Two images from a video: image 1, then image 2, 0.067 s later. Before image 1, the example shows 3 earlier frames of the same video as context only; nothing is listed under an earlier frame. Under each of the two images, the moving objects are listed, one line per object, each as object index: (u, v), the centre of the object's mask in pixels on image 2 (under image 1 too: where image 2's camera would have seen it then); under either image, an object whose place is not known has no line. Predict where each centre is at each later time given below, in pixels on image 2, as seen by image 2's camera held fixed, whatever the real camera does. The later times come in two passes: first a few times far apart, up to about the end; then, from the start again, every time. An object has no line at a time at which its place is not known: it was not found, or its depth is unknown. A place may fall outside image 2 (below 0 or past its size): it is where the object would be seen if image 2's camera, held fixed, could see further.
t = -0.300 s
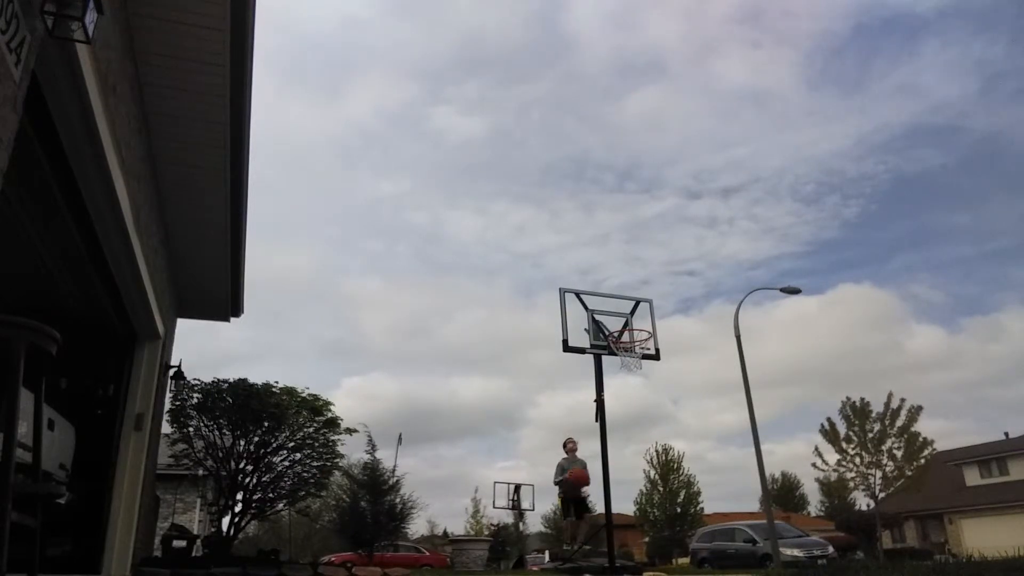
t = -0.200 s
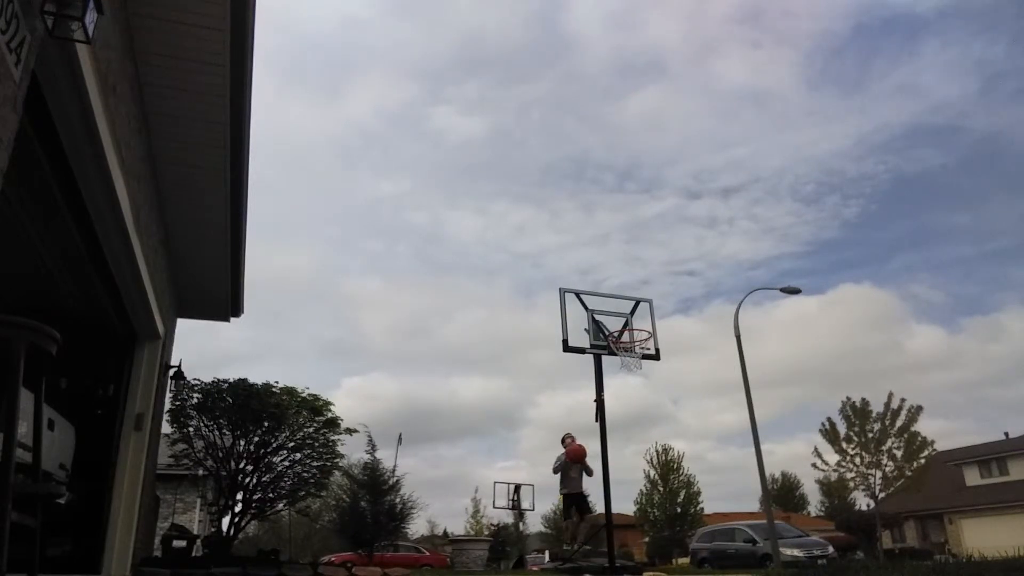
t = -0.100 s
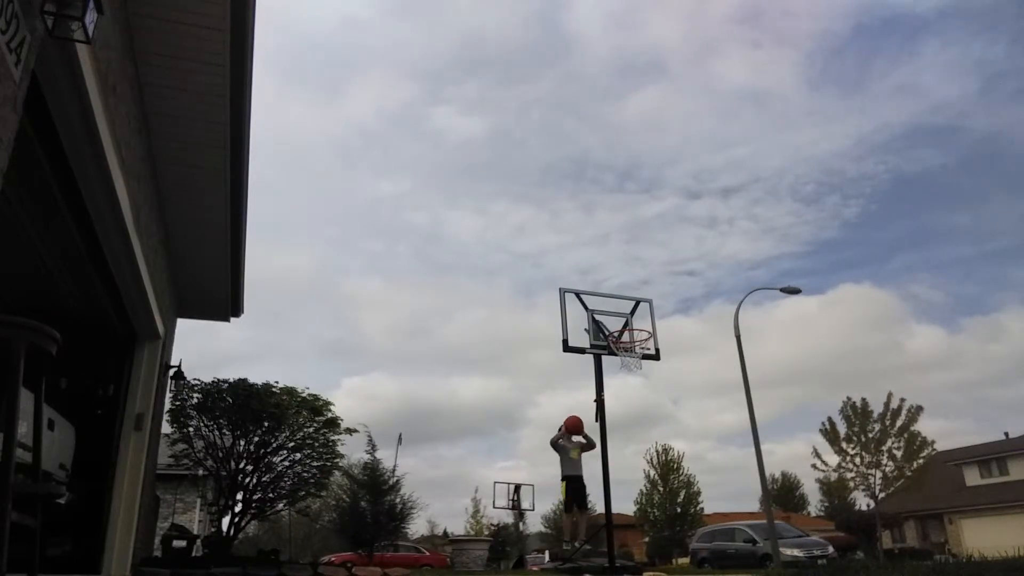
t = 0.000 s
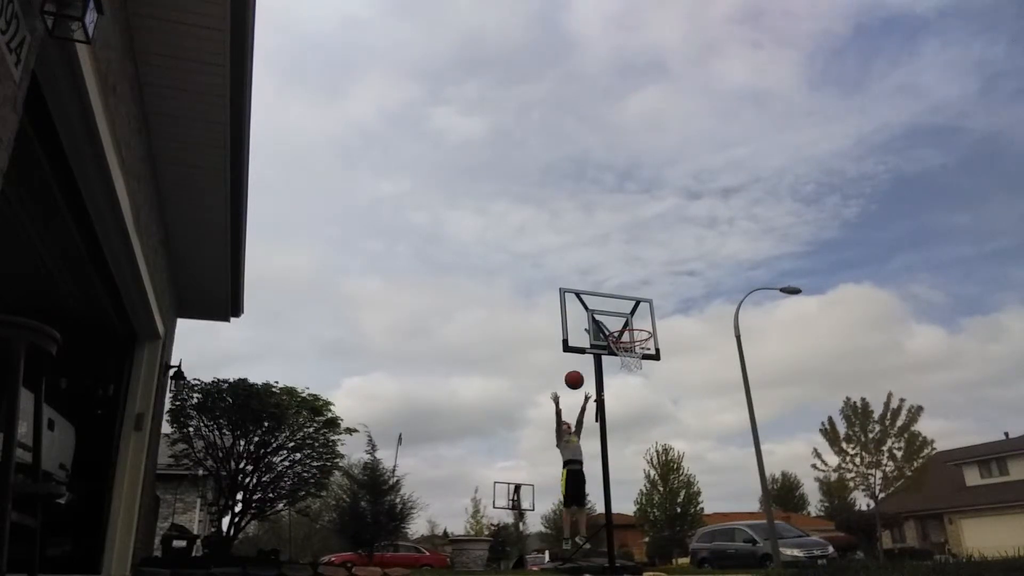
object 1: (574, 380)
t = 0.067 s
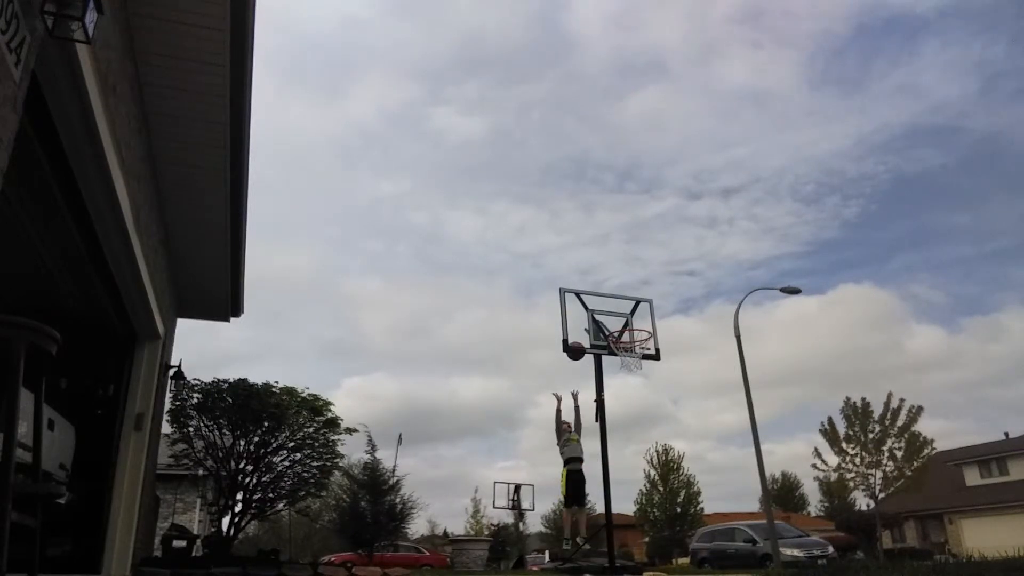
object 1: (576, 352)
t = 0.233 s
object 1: (579, 294)
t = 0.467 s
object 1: (586, 247)
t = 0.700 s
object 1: (597, 237)
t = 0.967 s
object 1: (613, 277)
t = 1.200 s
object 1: (634, 350)
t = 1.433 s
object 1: (634, 377)
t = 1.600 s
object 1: (635, 422)
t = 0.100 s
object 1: (577, 337)
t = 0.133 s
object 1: (577, 326)
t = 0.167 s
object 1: (577, 314)
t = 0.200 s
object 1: (578, 304)
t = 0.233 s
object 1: (579, 294)
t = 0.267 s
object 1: (580, 283)
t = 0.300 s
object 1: (581, 277)
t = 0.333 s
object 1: (582, 269)
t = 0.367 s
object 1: (583, 263)
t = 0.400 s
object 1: (584, 257)
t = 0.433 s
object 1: (585, 251)
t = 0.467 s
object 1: (586, 247)
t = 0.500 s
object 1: (588, 243)
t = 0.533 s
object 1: (589, 240)
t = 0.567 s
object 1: (590, 238)
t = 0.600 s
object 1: (592, 237)
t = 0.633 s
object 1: (593, 236)
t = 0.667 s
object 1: (595, 236)
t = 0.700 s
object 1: (597, 237)
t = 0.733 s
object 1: (599, 239)
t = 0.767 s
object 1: (600, 242)
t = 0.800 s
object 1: (602, 245)
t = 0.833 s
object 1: (604, 250)
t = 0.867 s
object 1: (607, 255)
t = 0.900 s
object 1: (609, 262)
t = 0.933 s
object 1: (611, 269)
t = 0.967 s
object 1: (613, 277)
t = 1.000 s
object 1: (616, 287)
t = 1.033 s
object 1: (619, 297)
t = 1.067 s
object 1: (621, 309)
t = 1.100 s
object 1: (625, 322)
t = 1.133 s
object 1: (628, 332)
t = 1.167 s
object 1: (631, 341)
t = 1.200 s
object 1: (634, 350)
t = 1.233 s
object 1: (637, 357)
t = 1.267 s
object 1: (635, 358)
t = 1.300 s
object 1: (635, 360)
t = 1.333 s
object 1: (635, 363)
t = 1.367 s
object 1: (634, 367)
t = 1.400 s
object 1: (634, 371)
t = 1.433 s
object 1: (634, 377)
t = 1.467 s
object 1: (634, 384)
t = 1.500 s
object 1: (634, 392)
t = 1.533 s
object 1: (634, 401)
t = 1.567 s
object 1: (635, 411)
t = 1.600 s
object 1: (635, 422)
